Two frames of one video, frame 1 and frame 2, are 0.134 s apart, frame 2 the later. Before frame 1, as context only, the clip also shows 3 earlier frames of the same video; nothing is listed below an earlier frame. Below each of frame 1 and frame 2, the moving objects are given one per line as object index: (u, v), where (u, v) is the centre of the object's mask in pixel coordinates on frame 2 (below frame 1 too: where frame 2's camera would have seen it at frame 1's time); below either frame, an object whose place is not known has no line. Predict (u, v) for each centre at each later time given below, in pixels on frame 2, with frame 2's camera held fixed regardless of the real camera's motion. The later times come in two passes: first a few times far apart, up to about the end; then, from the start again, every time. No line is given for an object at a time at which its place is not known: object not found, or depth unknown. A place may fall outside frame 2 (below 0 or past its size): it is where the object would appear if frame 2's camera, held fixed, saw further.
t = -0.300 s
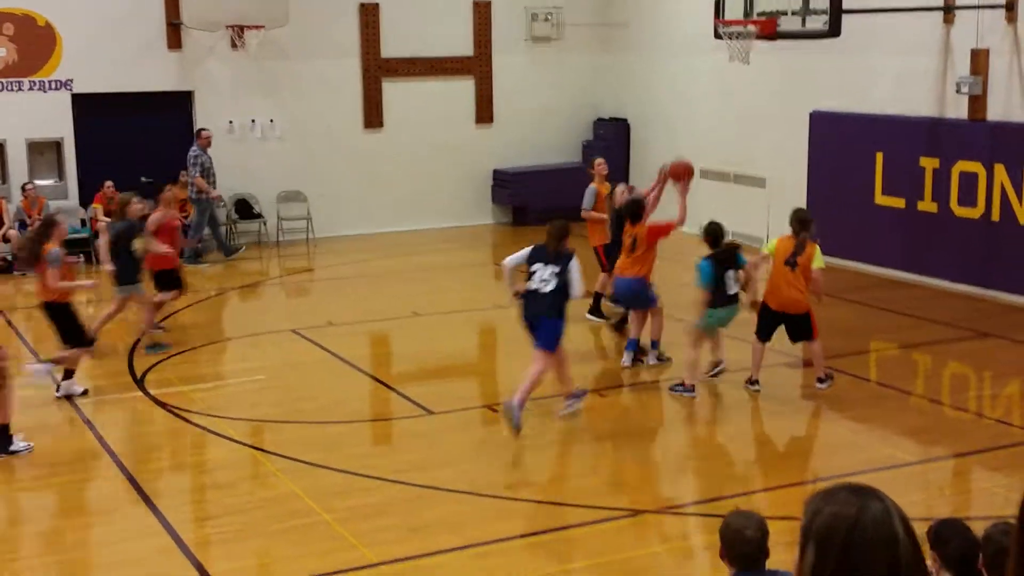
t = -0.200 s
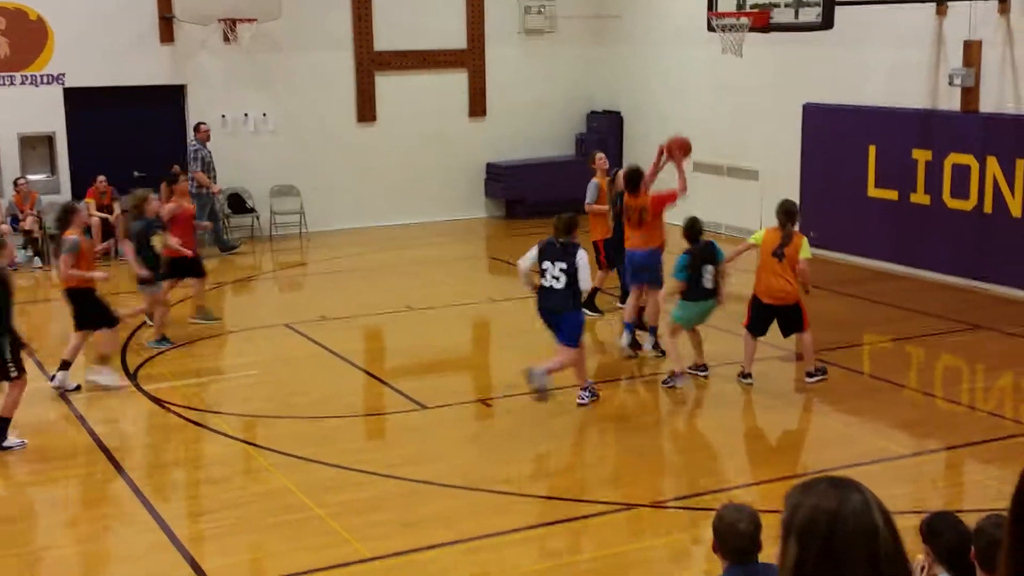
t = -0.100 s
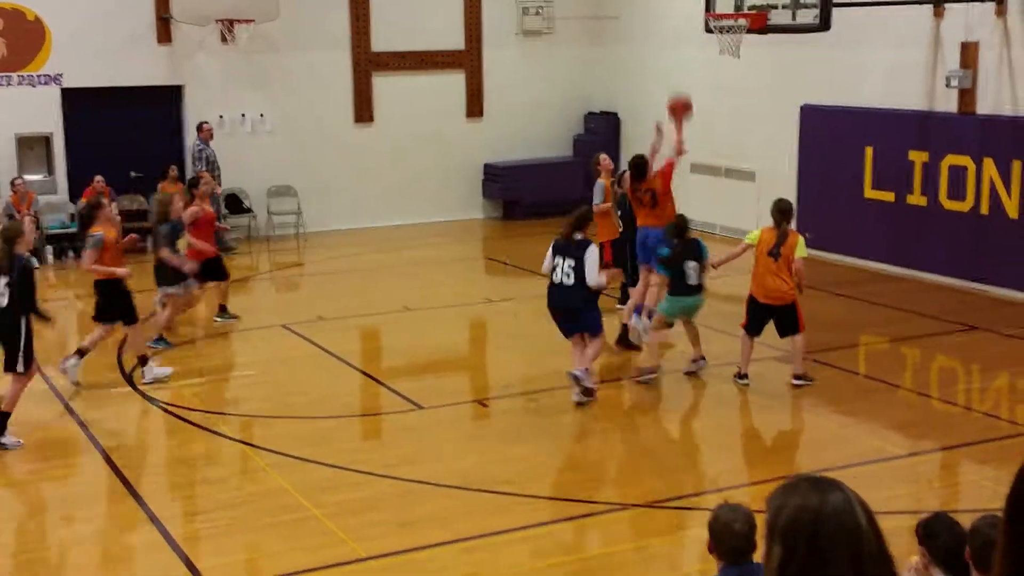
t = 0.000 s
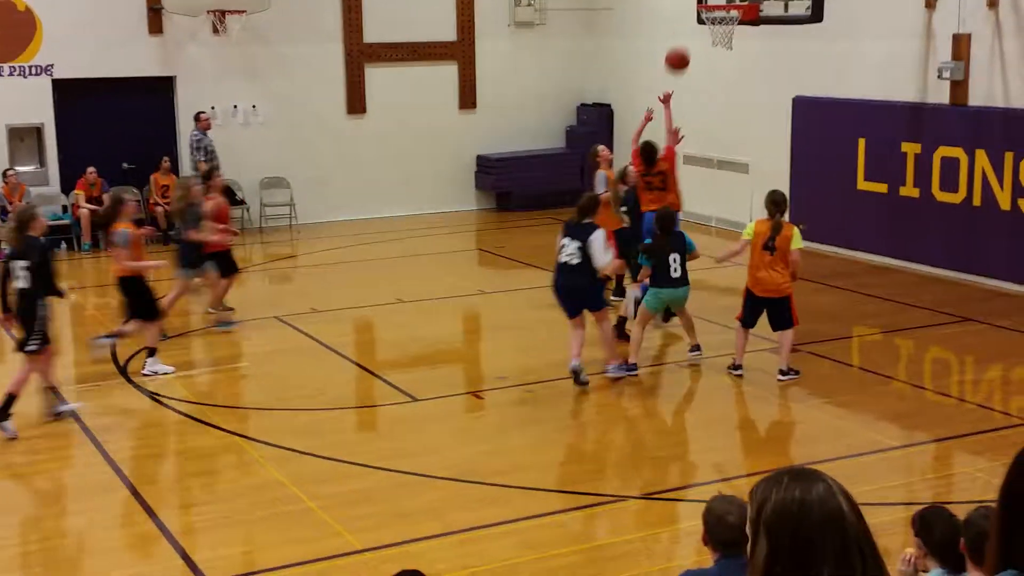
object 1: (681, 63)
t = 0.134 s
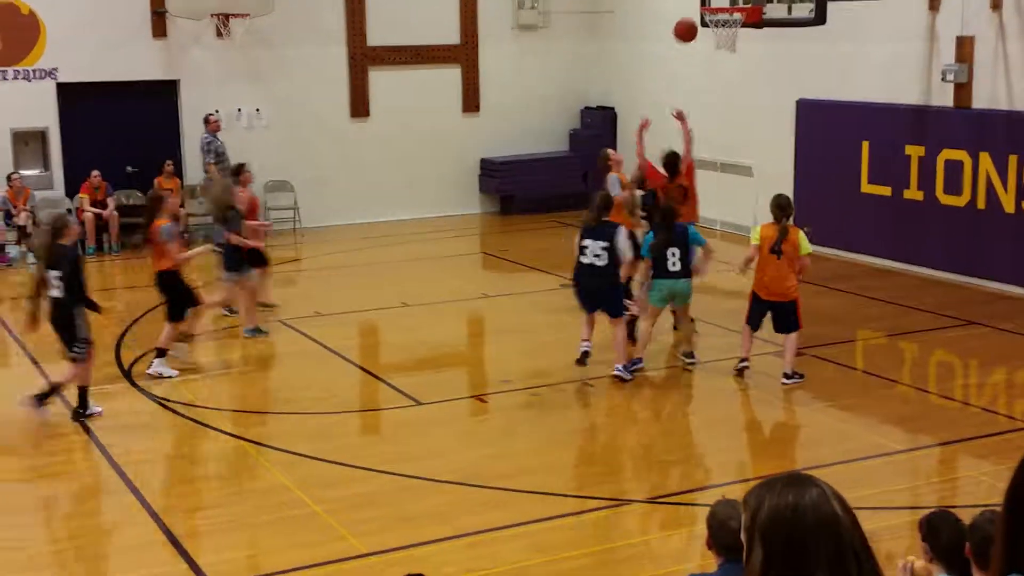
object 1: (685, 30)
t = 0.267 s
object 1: (690, 18)
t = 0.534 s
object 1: (696, 47)
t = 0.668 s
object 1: (699, 82)
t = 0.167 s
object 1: (686, 25)
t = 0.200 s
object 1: (688, 22)
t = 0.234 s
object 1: (689, 19)
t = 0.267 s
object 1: (690, 18)
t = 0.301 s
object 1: (691, 17)
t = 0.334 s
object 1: (693, 17)
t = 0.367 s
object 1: (693, 21)
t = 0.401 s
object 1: (696, 22)
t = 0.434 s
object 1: (697, 25)
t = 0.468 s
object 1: (697, 31)
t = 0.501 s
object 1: (696, 38)
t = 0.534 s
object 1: (696, 47)
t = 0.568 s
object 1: (697, 54)
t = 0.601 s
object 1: (697, 63)
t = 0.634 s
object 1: (699, 72)
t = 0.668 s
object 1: (699, 82)
